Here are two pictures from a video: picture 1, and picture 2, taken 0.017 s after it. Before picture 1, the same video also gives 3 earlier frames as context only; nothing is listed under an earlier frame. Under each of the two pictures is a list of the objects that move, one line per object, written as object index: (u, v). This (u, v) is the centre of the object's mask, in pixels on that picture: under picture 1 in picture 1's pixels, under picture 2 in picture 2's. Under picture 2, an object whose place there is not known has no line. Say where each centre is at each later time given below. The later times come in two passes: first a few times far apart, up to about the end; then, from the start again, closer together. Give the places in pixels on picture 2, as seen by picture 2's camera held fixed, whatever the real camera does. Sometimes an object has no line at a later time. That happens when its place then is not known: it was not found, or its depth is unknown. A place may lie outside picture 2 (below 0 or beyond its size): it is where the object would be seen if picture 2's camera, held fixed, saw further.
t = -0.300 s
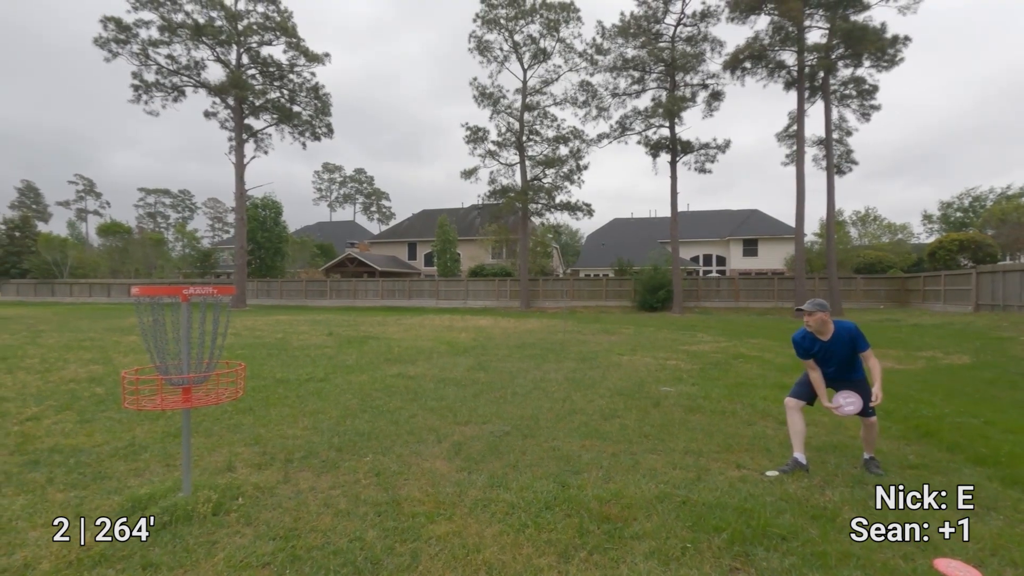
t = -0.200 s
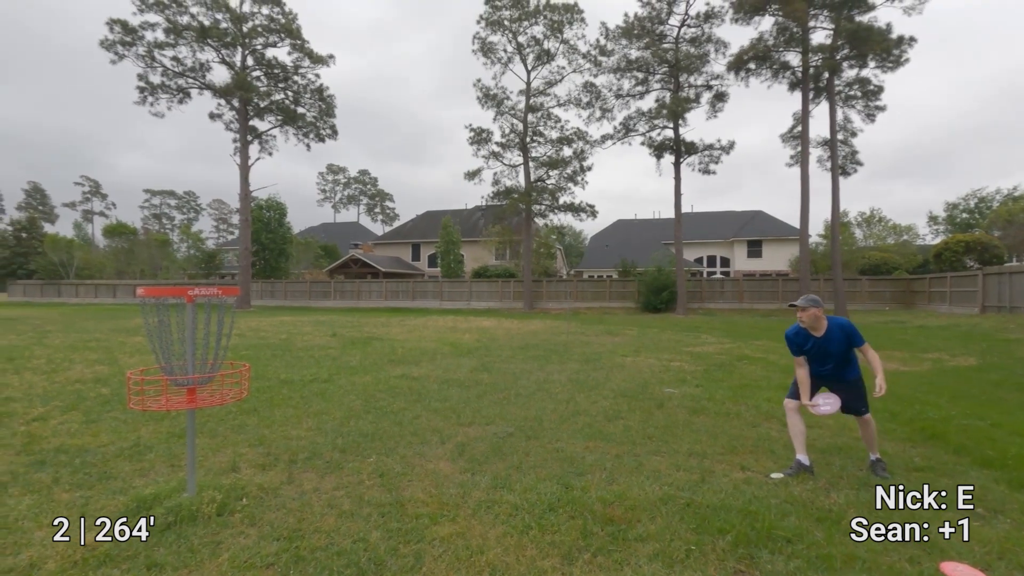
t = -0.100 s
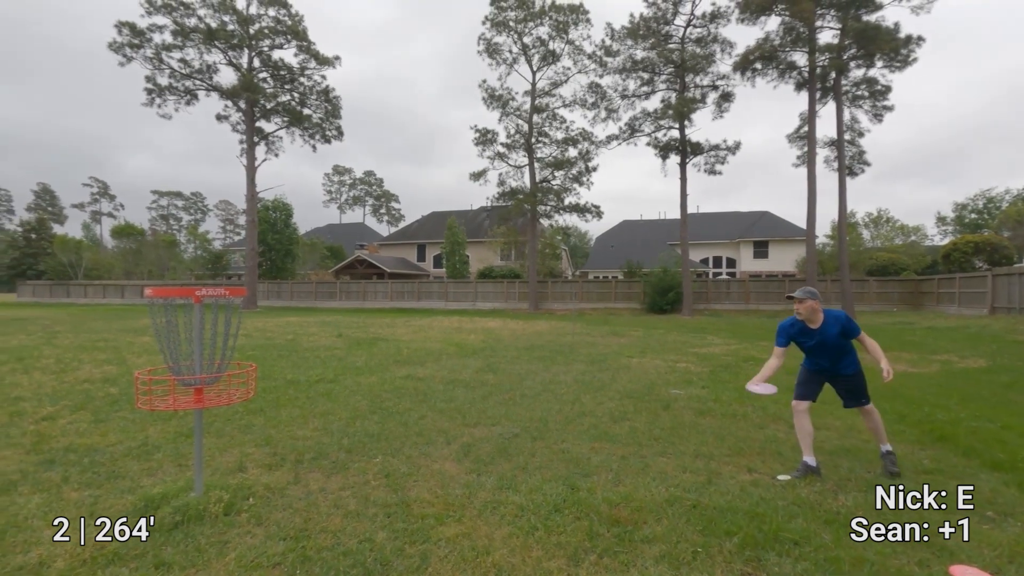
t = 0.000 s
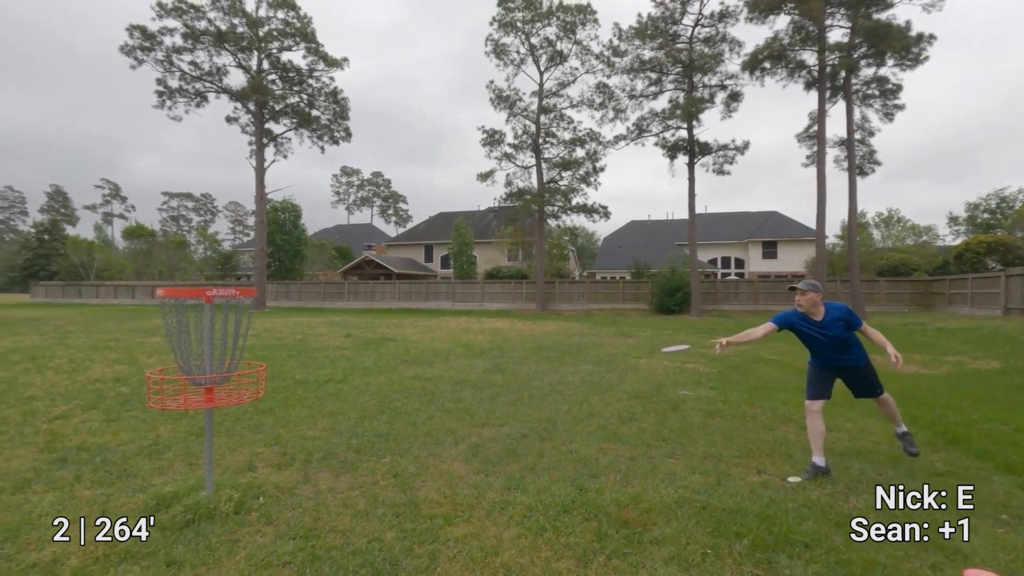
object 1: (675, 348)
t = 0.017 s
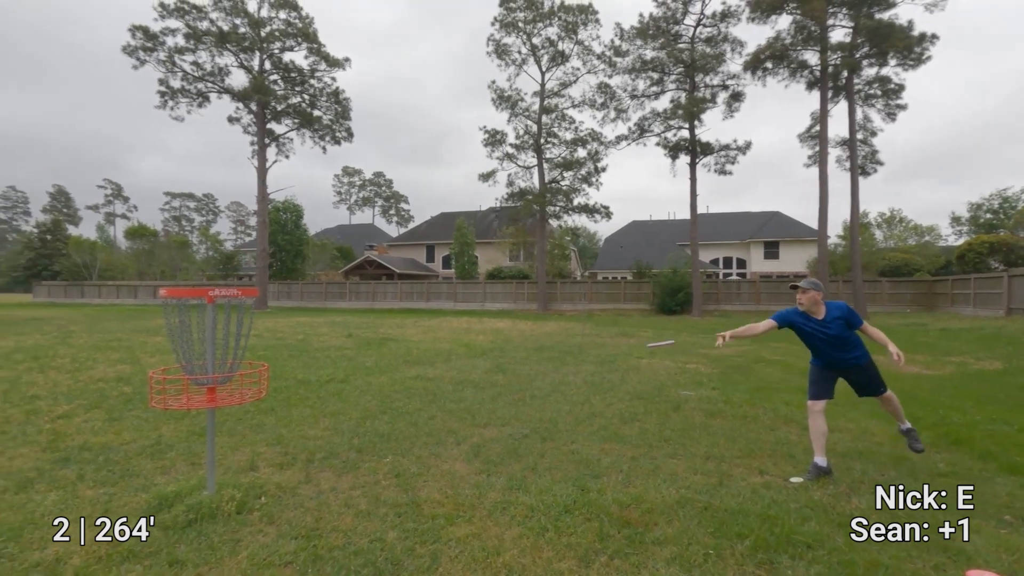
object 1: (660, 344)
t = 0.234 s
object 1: (445, 328)
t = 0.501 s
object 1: (187, 370)
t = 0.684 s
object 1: (82, 381)
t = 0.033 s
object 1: (644, 339)
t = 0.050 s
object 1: (628, 335)
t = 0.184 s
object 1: (496, 324)
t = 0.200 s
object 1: (479, 325)
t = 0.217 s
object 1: (462, 327)
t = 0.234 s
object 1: (445, 328)
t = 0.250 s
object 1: (427, 331)
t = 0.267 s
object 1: (410, 333)
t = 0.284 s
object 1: (393, 336)
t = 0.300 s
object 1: (376, 339)
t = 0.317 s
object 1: (358, 342)
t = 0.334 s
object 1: (340, 346)
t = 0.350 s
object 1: (323, 350)
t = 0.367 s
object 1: (305, 354)
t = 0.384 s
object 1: (286, 359)
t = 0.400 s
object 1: (269, 363)
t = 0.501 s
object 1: (187, 370)
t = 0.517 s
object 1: (177, 370)
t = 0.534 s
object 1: (167, 368)
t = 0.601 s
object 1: (133, 368)
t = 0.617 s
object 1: (122, 370)
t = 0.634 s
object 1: (113, 372)
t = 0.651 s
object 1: (103, 375)
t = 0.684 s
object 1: (82, 381)
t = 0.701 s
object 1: (71, 386)
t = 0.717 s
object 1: (59, 391)
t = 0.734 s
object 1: (50, 397)
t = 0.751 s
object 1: (39, 402)
